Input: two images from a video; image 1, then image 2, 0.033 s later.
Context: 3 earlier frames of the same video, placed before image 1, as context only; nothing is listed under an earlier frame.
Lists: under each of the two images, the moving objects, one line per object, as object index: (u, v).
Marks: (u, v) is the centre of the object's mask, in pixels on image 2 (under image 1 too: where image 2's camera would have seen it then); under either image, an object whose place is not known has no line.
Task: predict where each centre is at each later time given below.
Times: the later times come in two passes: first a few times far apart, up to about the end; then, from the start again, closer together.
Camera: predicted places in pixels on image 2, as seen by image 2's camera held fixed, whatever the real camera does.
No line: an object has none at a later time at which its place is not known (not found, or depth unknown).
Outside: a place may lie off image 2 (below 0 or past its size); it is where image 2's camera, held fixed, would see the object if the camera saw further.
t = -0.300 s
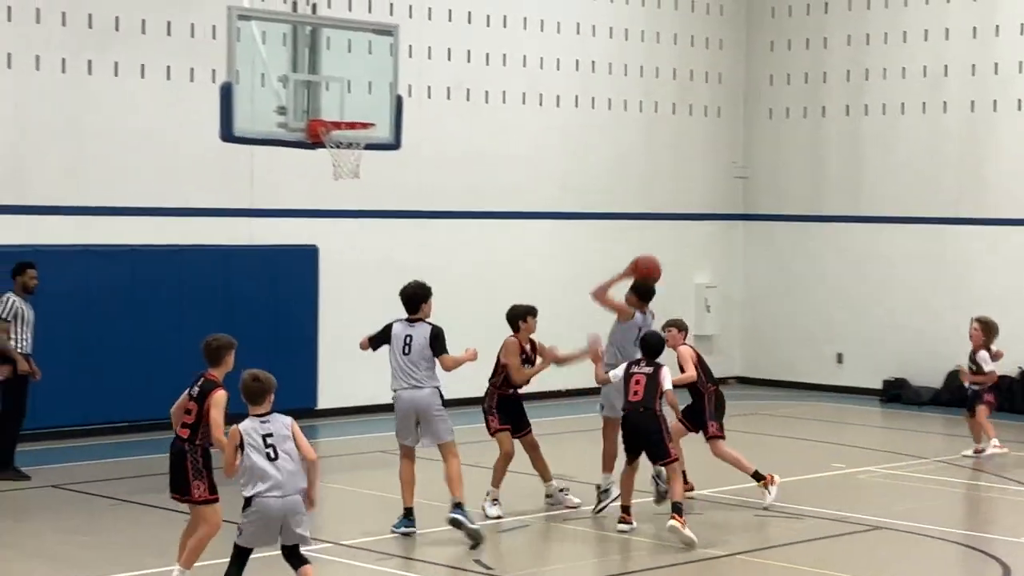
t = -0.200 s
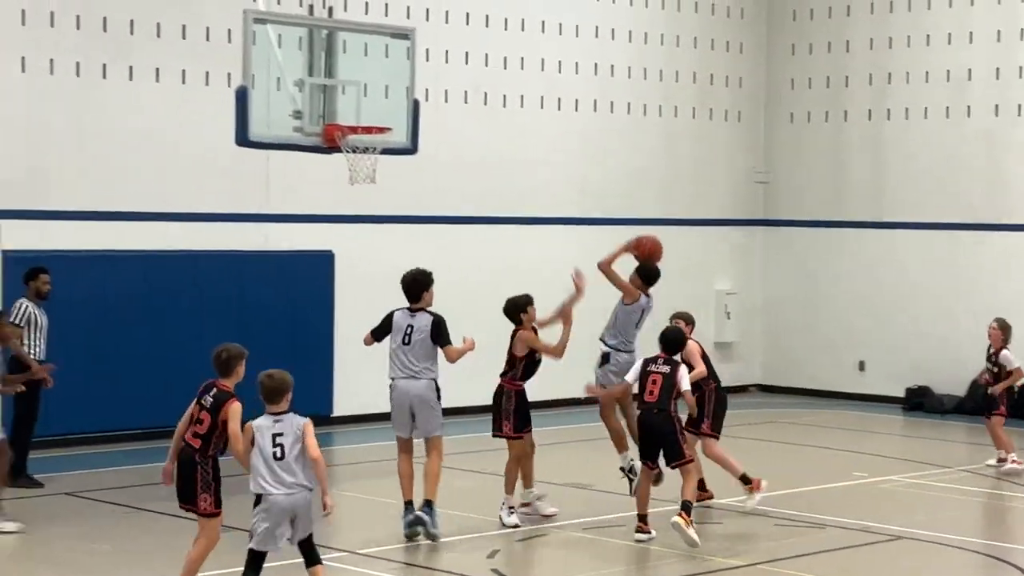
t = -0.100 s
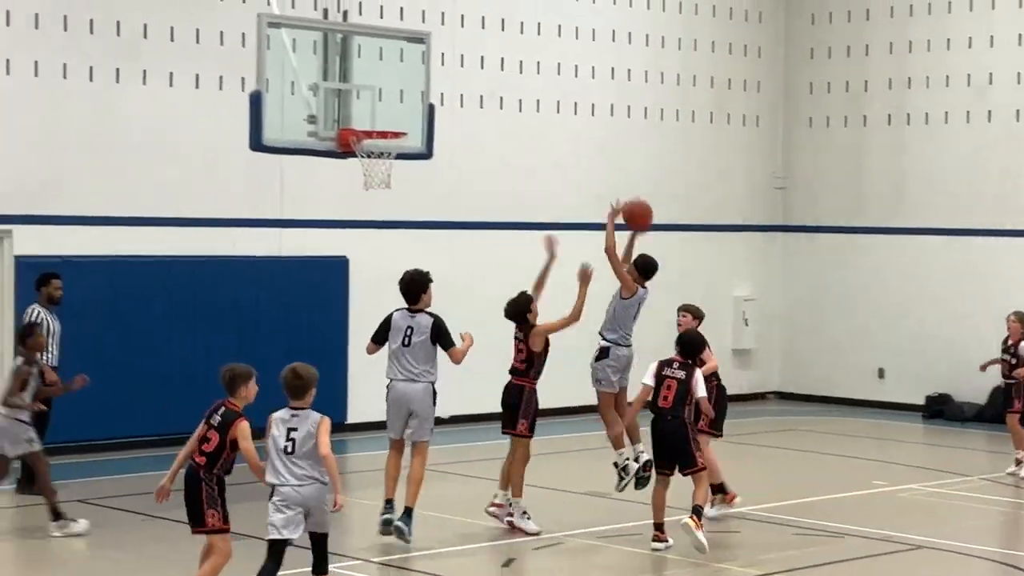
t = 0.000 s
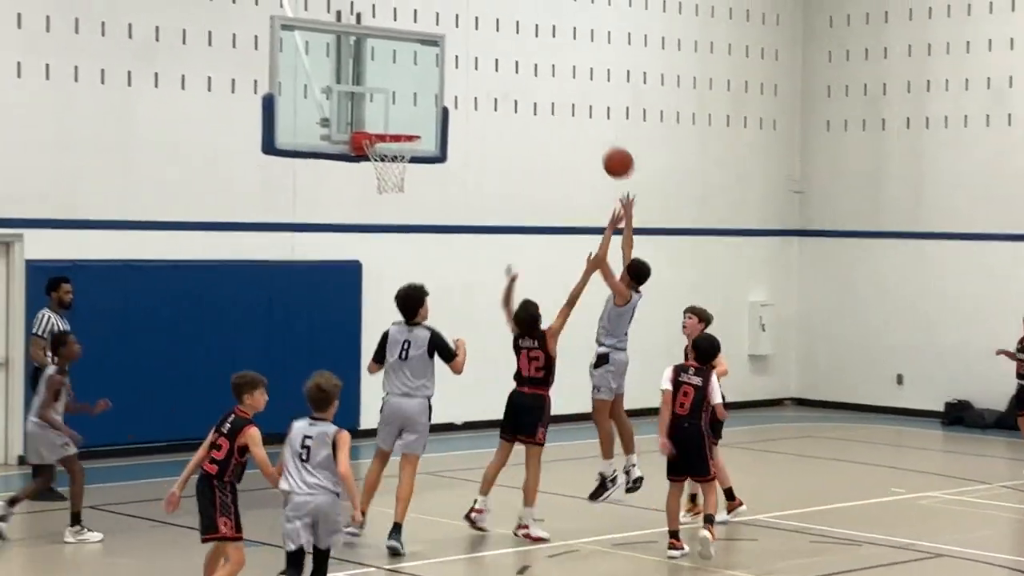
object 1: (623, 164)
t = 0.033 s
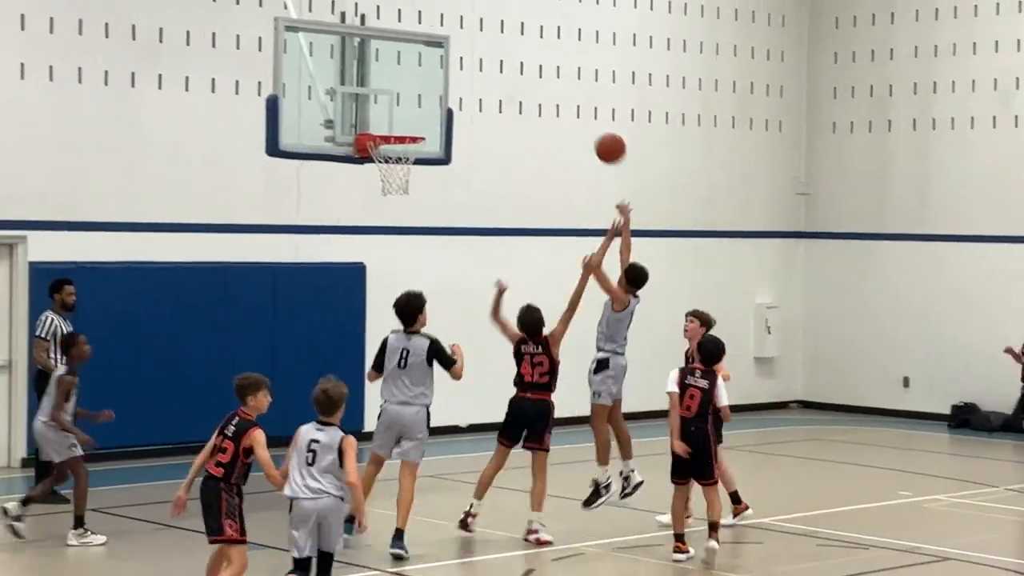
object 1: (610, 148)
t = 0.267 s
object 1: (521, 79)
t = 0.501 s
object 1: (438, 80)
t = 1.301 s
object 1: (472, 173)
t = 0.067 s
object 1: (597, 133)
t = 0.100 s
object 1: (584, 120)
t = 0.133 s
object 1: (571, 109)
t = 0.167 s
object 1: (558, 100)
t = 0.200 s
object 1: (546, 91)
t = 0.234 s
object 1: (533, 84)
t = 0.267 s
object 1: (521, 79)
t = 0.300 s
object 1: (509, 75)
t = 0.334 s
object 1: (497, 73)
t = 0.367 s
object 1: (485, 71)
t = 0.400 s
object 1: (473, 72)
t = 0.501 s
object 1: (438, 80)
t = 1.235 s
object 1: (461, 153)
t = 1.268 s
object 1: (466, 163)
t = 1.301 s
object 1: (472, 173)
